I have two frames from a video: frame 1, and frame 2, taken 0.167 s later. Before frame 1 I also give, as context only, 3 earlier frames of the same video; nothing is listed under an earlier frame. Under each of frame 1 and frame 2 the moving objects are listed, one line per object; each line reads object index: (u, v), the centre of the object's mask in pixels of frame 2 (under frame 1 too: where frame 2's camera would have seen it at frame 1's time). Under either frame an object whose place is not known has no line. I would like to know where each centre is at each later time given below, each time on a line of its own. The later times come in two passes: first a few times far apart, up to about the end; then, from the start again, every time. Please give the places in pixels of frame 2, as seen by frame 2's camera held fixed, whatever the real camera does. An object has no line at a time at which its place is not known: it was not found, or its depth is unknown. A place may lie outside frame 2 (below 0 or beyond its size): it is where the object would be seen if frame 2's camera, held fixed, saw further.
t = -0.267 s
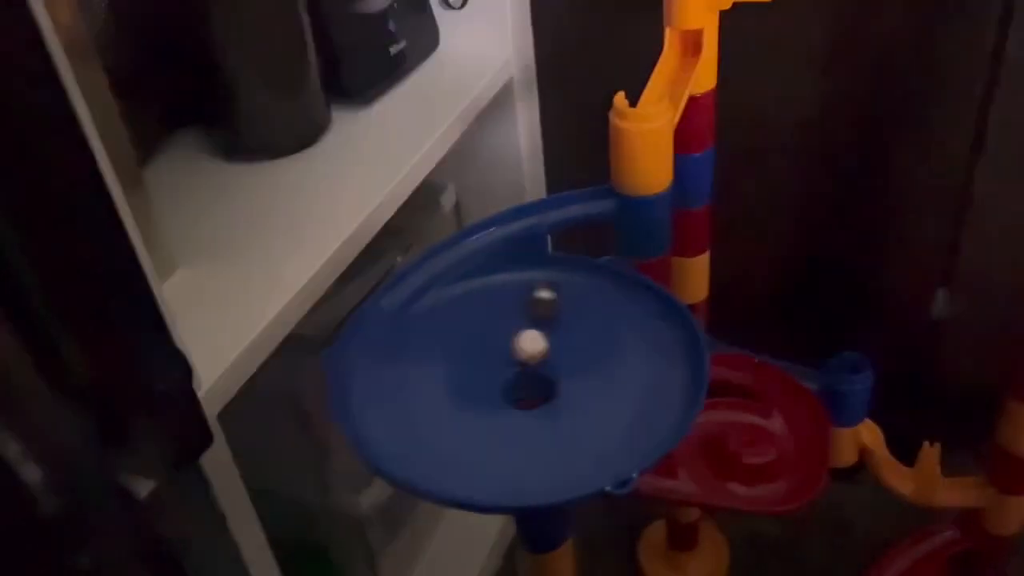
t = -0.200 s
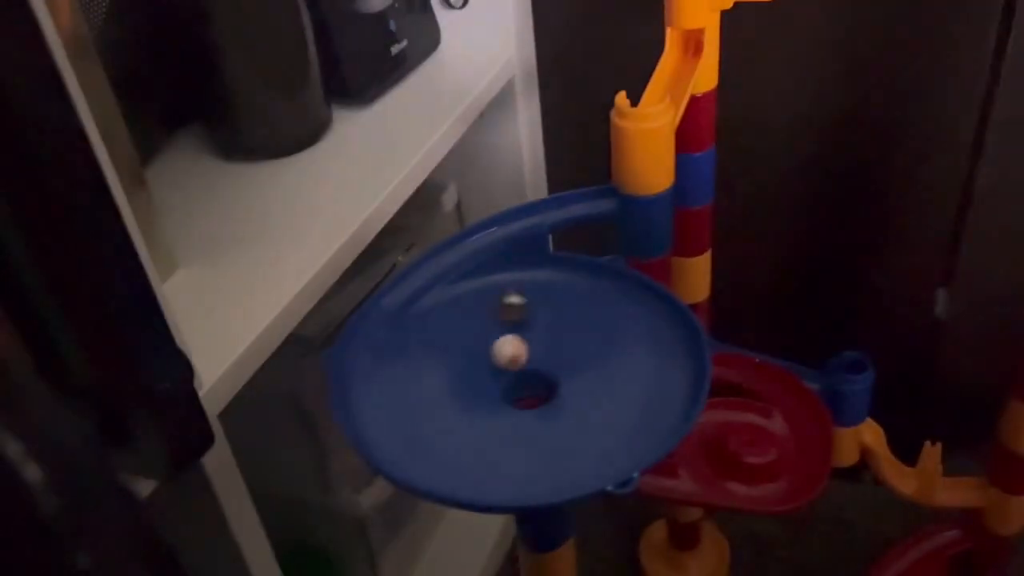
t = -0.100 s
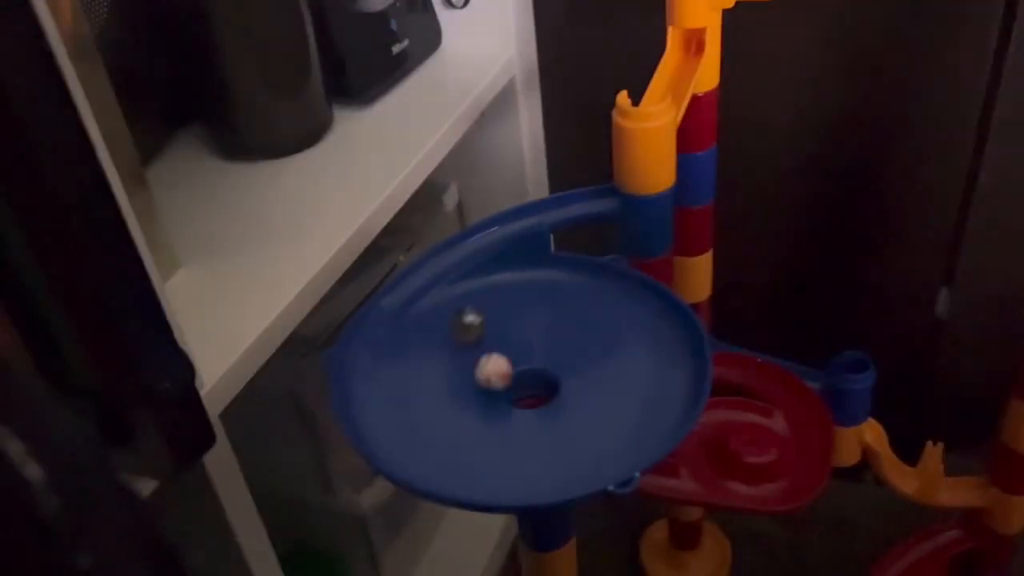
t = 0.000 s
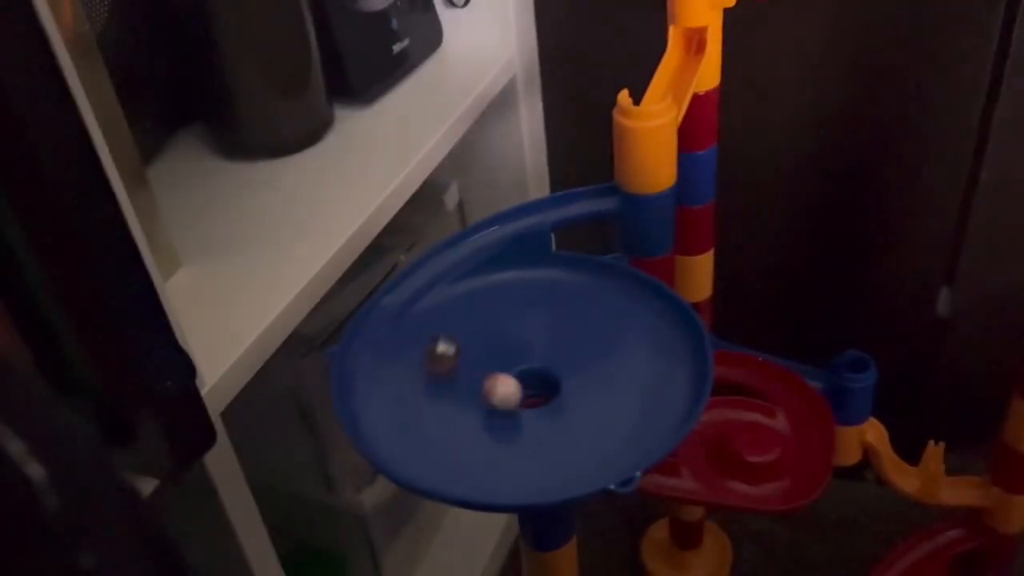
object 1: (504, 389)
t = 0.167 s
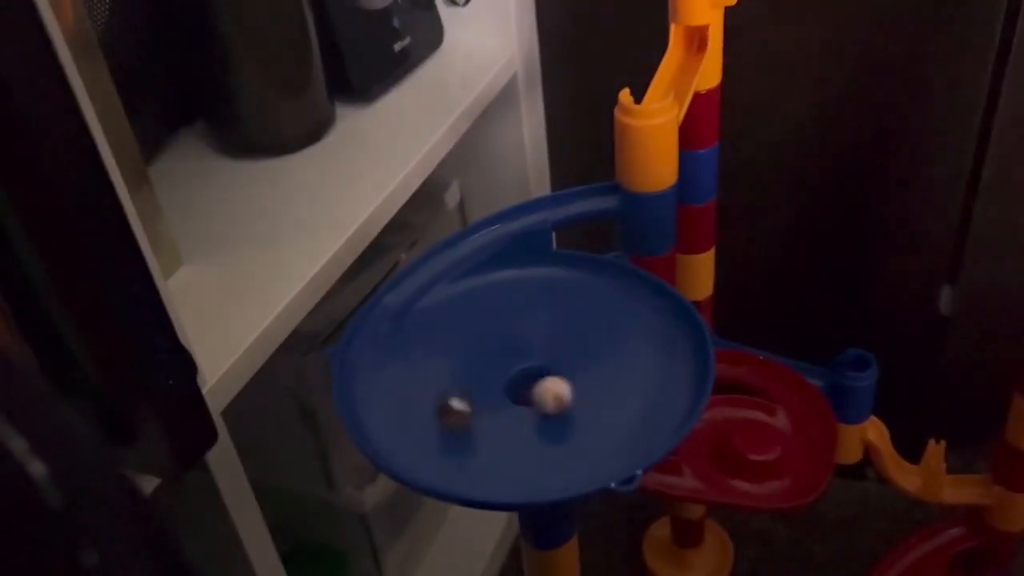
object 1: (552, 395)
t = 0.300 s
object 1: (579, 370)
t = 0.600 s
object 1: (524, 348)
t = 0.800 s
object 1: (528, 391)
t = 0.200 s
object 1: (562, 390)
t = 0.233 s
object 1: (570, 384)
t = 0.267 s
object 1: (576, 377)
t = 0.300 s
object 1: (579, 370)
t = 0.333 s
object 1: (580, 363)
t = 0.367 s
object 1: (579, 356)
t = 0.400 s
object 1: (576, 350)
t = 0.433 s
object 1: (570, 346)
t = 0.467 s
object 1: (563, 344)
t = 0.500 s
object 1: (555, 343)
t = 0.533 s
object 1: (545, 343)
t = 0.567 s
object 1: (535, 346)
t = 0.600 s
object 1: (524, 348)
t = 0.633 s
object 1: (515, 356)
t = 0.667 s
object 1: (511, 366)
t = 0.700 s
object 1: (517, 379)
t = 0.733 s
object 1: (535, 386)
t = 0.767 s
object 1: (538, 378)
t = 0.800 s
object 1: (528, 391)
